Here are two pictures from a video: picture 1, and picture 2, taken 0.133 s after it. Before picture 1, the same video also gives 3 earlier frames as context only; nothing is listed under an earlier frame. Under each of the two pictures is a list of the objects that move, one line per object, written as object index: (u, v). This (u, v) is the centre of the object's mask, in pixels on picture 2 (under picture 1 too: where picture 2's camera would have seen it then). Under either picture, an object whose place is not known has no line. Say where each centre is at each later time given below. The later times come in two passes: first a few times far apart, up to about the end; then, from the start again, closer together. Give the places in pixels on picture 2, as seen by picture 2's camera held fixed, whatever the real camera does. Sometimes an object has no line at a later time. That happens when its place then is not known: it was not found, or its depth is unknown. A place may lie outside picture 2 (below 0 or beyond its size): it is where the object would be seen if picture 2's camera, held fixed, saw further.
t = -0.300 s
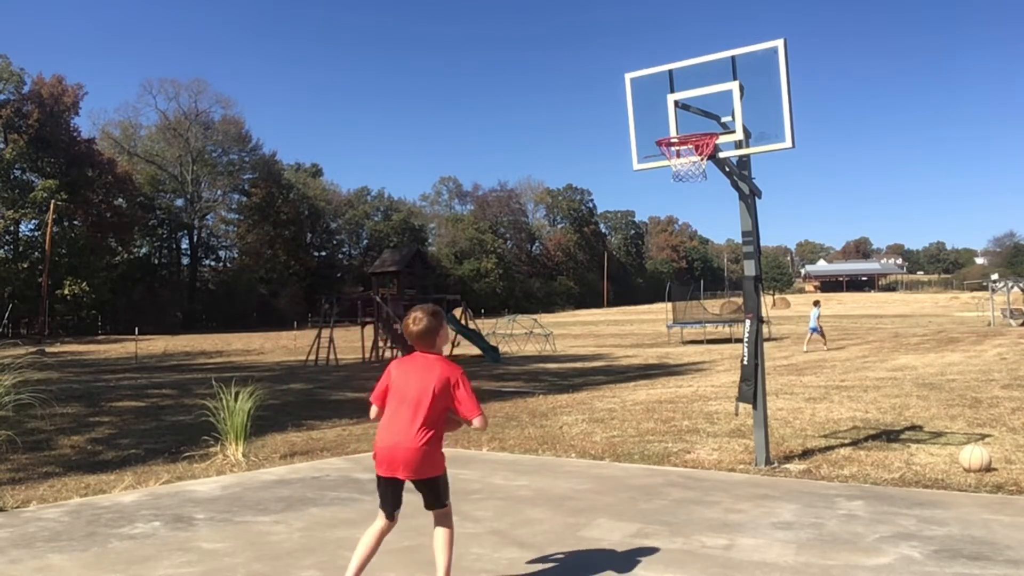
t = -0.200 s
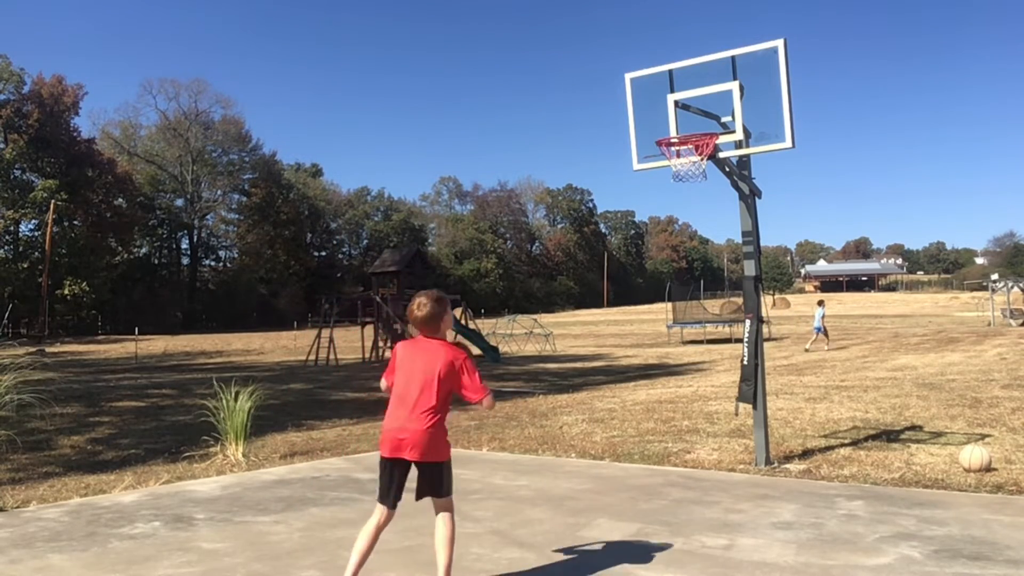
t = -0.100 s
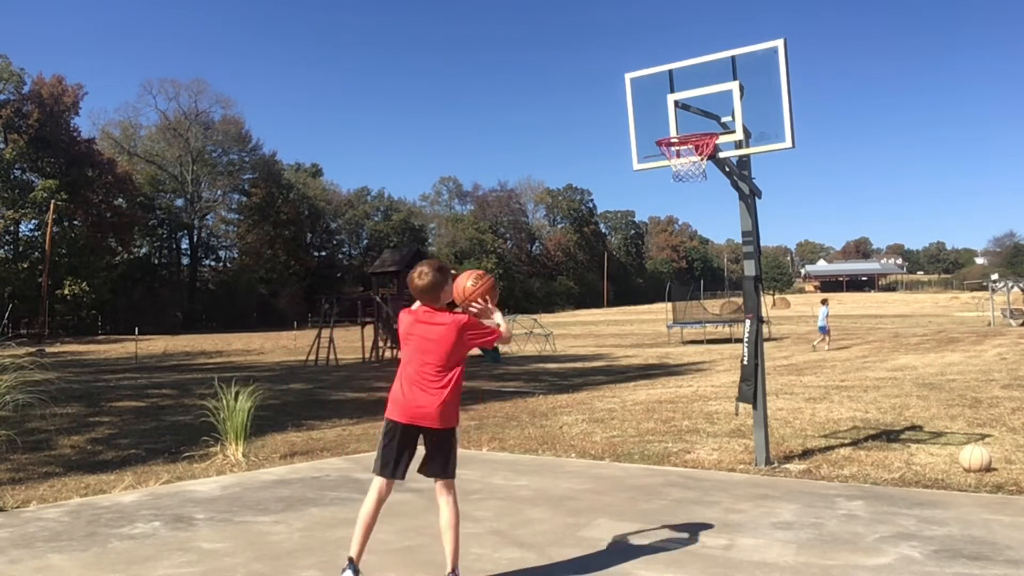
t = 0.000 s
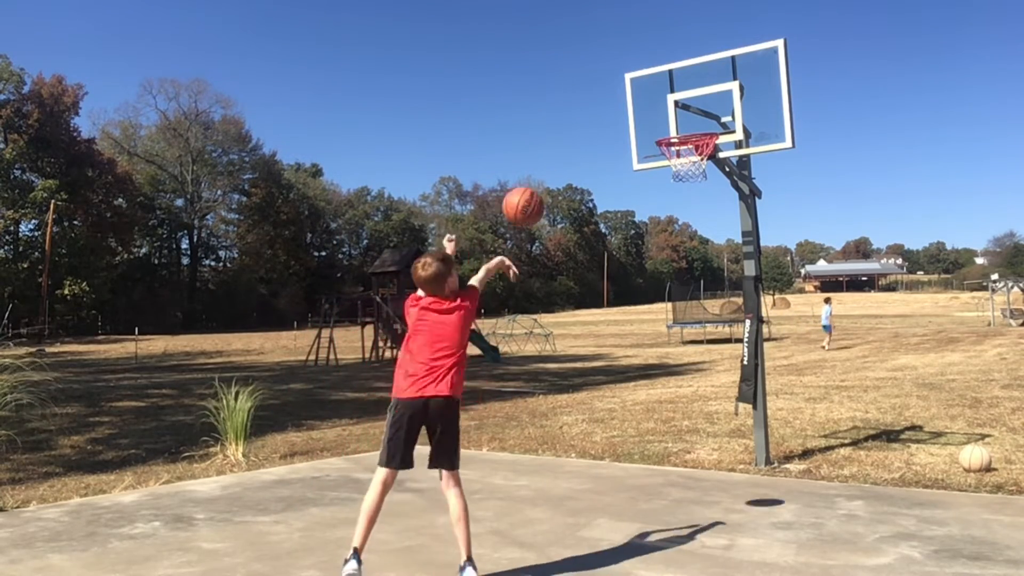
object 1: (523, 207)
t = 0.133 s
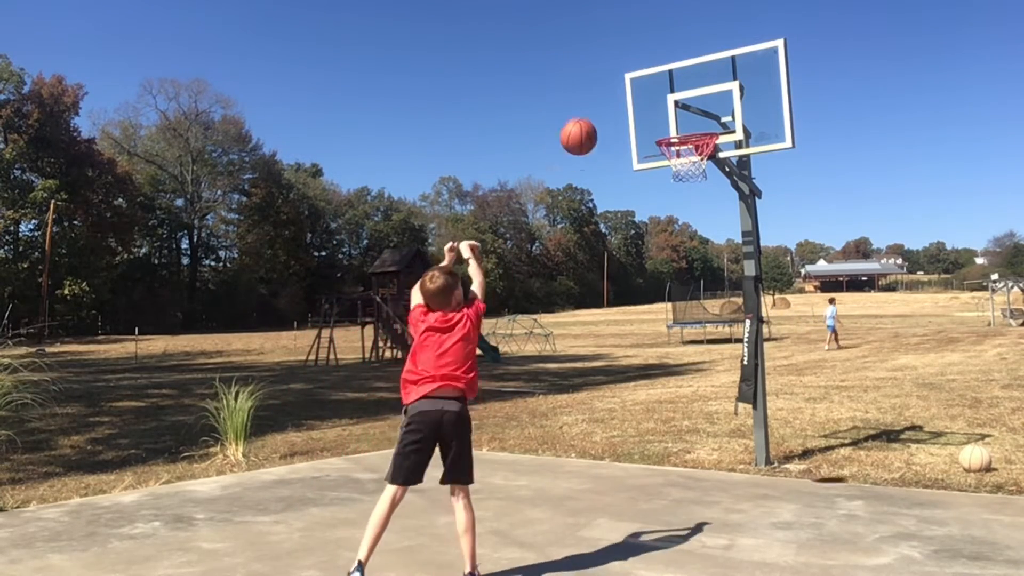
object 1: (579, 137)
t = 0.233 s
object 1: (613, 109)
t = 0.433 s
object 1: (670, 102)
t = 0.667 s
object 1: (680, 125)
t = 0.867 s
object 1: (728, 113)
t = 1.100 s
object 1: (781, 155)
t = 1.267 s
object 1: (823, 235)
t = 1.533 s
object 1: (897, 465)
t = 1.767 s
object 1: (939, 369)
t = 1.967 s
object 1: (977, 288)
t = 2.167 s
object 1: (1013, 267)
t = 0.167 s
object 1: (591, 125)
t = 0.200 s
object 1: (603, 116)
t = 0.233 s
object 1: (613, 109)
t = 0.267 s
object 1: (624, 104)
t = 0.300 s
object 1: (634, 101)
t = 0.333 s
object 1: (644, 99)
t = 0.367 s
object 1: (653, 99)
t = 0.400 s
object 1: (662, 100)
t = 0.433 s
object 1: (670, 102)
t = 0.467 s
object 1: (678, 106)
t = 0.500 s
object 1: (686, 111)
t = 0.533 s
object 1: (687, 116)
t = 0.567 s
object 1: (681, 121)
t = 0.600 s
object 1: (674, 125)
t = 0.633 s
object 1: (670, 129)
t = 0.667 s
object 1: (680, 125)
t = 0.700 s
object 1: (690, 122)
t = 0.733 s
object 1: (700, 119)
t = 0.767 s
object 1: (708, 117)
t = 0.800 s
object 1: (715, 114)
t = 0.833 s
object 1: (722, 113)
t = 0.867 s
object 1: (728, 113)
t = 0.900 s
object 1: (735, 115)
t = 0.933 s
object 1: (743, 118)
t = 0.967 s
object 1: (750, 122)
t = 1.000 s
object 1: (758, 128)
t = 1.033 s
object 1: (766, 135)
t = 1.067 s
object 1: (773, 144)
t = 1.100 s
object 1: (781, 155)
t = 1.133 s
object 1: (789, 168)
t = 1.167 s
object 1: (797, 182)
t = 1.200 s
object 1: (806, 198)
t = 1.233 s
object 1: (814, 215)
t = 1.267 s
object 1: (823, 235)
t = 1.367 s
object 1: (849, 305)
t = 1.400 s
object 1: (858, 333)
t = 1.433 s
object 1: (868, 362)
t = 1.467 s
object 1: (877, 394)
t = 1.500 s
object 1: (887, 428)
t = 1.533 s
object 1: (897, 465)
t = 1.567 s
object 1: (906, 501)
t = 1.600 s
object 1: (912, 477)
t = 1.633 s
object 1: (917, 453)
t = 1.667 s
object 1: (922, 430)
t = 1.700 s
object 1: (928, 408)
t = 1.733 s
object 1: (933, 388)
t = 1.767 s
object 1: (939, 369)
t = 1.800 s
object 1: (945, 353)
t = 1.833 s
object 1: (951, 336)
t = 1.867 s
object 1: (958, 322)
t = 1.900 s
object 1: (964, 310)
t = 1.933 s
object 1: (971, 298)
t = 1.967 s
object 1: (977, 288)
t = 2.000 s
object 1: (985, 281)
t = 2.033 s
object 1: (992, 275)
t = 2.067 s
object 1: (999, 270)
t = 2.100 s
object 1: (1005, 267)
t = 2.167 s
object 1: (1013, 267)
